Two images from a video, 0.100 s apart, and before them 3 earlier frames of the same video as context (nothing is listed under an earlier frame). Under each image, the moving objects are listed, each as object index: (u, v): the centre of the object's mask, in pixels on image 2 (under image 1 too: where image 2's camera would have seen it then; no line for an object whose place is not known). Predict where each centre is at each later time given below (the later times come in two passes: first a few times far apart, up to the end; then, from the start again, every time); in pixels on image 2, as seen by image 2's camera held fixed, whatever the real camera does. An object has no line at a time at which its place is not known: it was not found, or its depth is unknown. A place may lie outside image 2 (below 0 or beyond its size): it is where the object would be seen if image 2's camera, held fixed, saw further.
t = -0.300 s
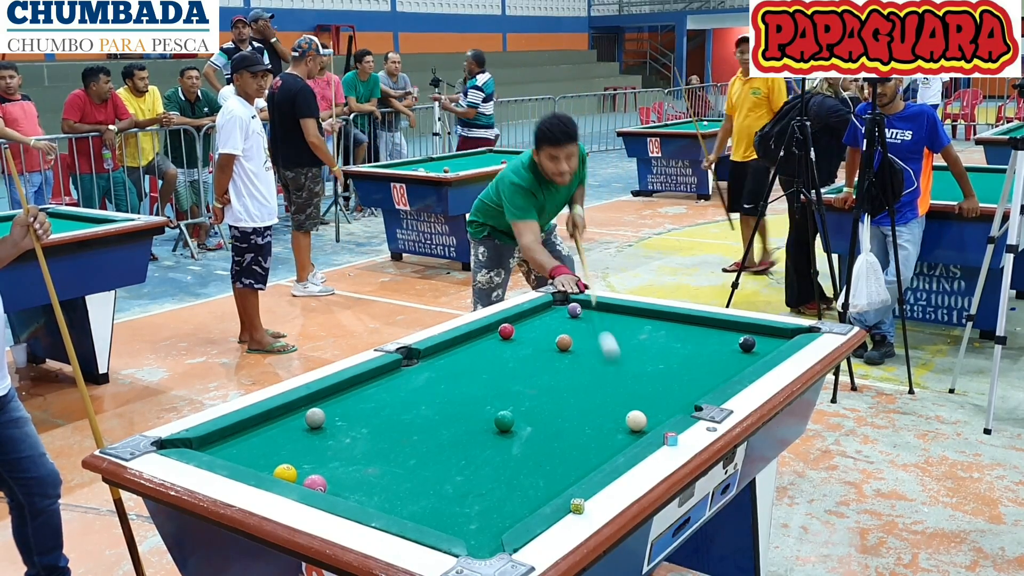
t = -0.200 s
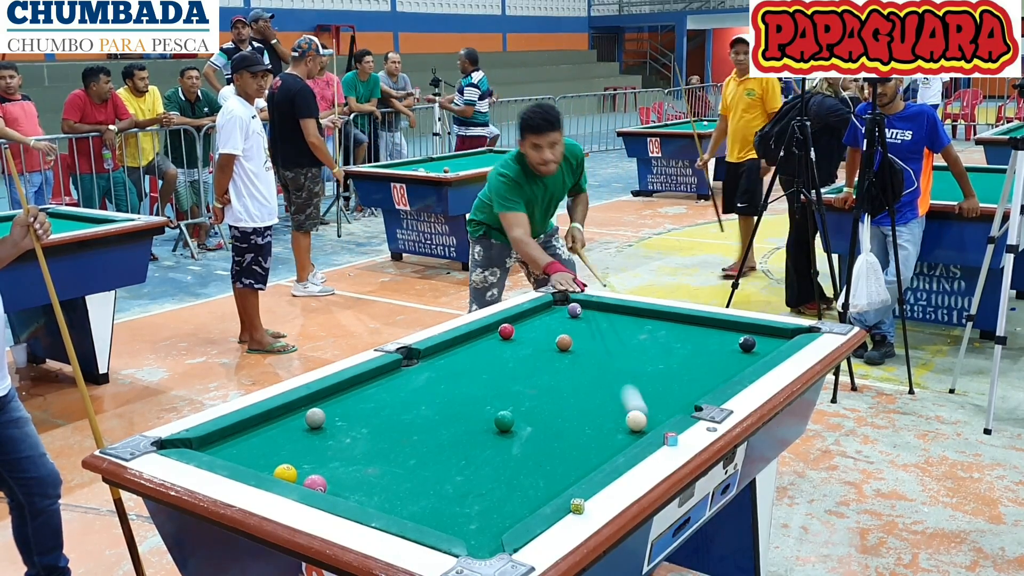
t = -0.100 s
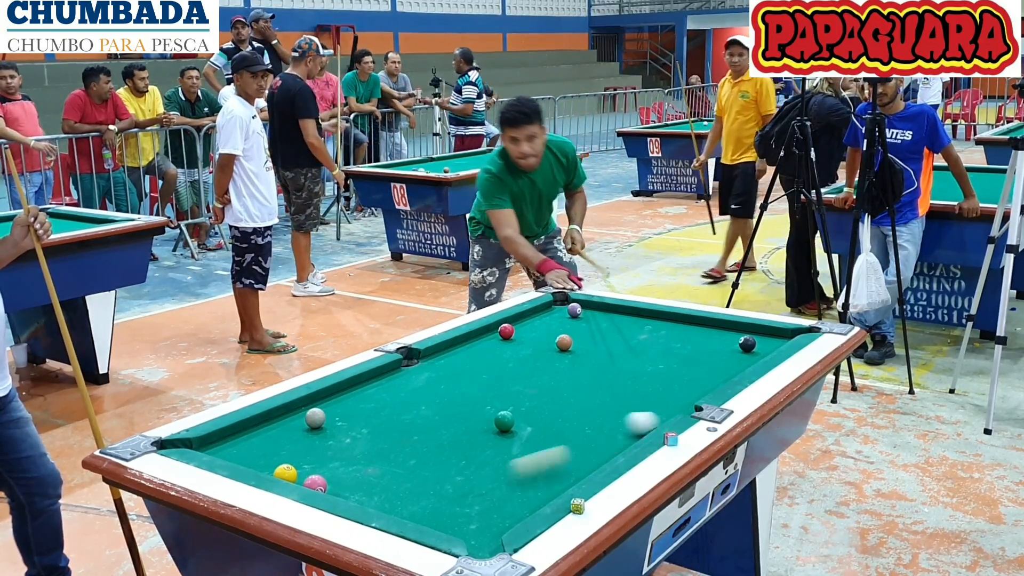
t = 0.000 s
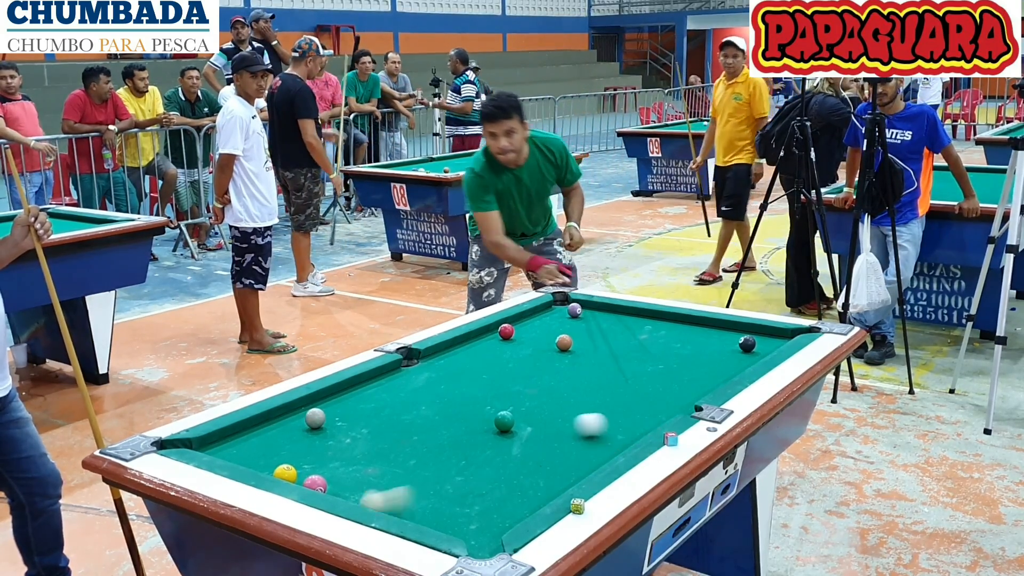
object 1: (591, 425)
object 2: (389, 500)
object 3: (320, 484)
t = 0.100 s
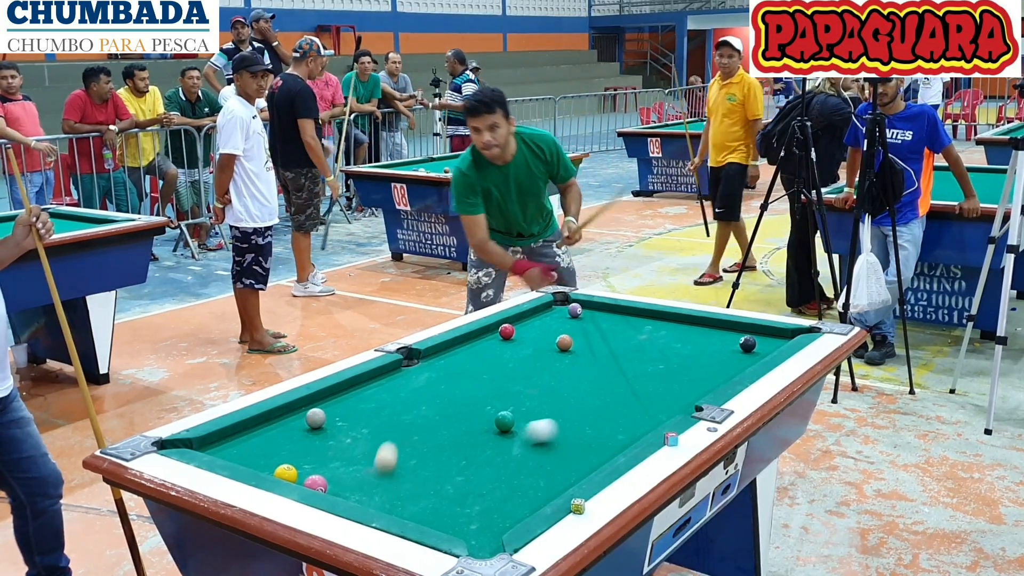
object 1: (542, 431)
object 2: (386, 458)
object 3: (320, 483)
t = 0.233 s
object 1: (473, 446)
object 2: (398, 410)
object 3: (319, 483)
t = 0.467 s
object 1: (344, 476)
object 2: (425, 354)
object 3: (319, 484)
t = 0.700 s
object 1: (342, 457)
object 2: (533, 335)
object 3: (326, 476)
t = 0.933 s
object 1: (333, 444)
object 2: (630, 328)
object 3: (337, 466)
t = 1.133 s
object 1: (325, 434)
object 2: (709, 322)
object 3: (344, 459)
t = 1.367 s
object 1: (318, 425)
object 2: (771, 342)
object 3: (351, 452)
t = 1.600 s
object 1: (316, 421)
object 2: (726, 343)
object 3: (356, 447)
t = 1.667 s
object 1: (315, 420)
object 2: (712, 345)
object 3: (357, 445)
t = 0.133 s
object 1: (525, 434)
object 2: (390, 444)
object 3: (319, 483)
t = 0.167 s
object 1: (509, 439)
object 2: (393, 432)
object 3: (319, 483)
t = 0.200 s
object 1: (491, 442)
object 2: (396, 421)
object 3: (319, 483)
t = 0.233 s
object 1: (473, 446)
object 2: (398, 410)
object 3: (319, 483)
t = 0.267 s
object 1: (455, 450)
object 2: (400, 401)
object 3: (319, 483)
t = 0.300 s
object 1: (437, 454)
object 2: (402, 392)
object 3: (319, 483)
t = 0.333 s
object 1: (419, 459)
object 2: (404, 383)
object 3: (319, 483)
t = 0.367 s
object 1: (400, 463)
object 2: (406, 375)
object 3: (319, 483)
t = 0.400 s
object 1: (382, 468)
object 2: (408, 367)
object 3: (319, 483)
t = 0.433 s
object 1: (362, 472)
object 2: (412, 359)
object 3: (319, 483)
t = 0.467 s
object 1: (344, 476)
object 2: (425, 354)
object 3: (319, 484)
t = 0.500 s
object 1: (338, 474)
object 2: (441, 350)
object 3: (320, 483)
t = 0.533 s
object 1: (342, 470)
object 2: (458, 347)
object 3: (319, 482)
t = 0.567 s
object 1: (344, 467)
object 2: (474, 343)
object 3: (324, 481)
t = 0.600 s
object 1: (345, 464)
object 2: (489, 340)
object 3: (322, 480)
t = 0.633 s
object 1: (344, 462)
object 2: (504, 336)
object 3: (323, 479)
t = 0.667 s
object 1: (343, 459)
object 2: (519, 335)
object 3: (325, 478)
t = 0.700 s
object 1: (342, 457)
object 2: (533, 335)
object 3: (326, 476)
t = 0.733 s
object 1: (341, 455)
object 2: (546, 334)
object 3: (328, 474)
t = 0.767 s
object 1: (339, 453)
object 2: (560, 331)
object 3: (330, 473)
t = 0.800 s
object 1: (338, 450)
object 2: (576, 331)
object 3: (331, 472)
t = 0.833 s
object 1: (337, 448)
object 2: (589, 331)
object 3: (333, 470)
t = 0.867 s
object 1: (335, 447)
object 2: (603, 330)
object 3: (335, 469)
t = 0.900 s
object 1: (334, 445)
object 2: (616, 329)
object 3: (336, 467)
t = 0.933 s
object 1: (333, 444)
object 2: (630, 328)
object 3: (337, 466)
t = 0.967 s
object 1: (331, 442)
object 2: (644, 327)
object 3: (338, 465)
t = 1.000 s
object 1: (330, 441)
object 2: (658, 326)
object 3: (340, 463)
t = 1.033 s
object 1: (329, 439)
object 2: (670, 325)
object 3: (341, 462)
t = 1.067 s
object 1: (328, 437)
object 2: (684, 324)
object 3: (342, 461)
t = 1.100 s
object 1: (327, 436)
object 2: (697, 323)
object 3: (344, 460)
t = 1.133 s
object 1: (325, 434)
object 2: (709, 322)
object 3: (344, 459)
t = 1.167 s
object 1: (324, 433)
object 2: (718, 325)
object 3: (346, 458)
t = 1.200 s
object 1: (323, 431)
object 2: (726, 328)
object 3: (347, 457)
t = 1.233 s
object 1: (322, 430)
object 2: (734, 331)
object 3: (348, 456)
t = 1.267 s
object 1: (321, 428)
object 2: (741, 332)
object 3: (348, 455)
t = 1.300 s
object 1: (320, 427)
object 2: (752, 335)
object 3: (349, 454)
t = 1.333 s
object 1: (319, 426)
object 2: (762, 340)
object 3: (350, 453)
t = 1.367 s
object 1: (318, 425)
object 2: (771, 342)
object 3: (351, 452)
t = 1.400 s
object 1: (317, 424)
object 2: (777, 343)
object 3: (352, 451)
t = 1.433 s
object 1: (317, 424)
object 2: (769, 344)
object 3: (353, 450)
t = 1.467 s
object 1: (317, 423)
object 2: (761, 344)
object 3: (353, 449)
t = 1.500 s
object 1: (317, 423)
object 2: (753, 344)
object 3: (354, 449)
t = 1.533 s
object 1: (316, 422)
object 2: (746, 343)
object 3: (355, 448)
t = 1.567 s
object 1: (316, 421)
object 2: (736, 342)
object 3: (355, 447)
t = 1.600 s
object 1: (316, 421)
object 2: (726, 343)
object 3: (356, 447)
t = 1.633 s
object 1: (316, 421)
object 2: (719, 345)
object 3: (357, 446)
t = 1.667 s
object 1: (315, 420)
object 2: (712, 345)
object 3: (357, 445)
